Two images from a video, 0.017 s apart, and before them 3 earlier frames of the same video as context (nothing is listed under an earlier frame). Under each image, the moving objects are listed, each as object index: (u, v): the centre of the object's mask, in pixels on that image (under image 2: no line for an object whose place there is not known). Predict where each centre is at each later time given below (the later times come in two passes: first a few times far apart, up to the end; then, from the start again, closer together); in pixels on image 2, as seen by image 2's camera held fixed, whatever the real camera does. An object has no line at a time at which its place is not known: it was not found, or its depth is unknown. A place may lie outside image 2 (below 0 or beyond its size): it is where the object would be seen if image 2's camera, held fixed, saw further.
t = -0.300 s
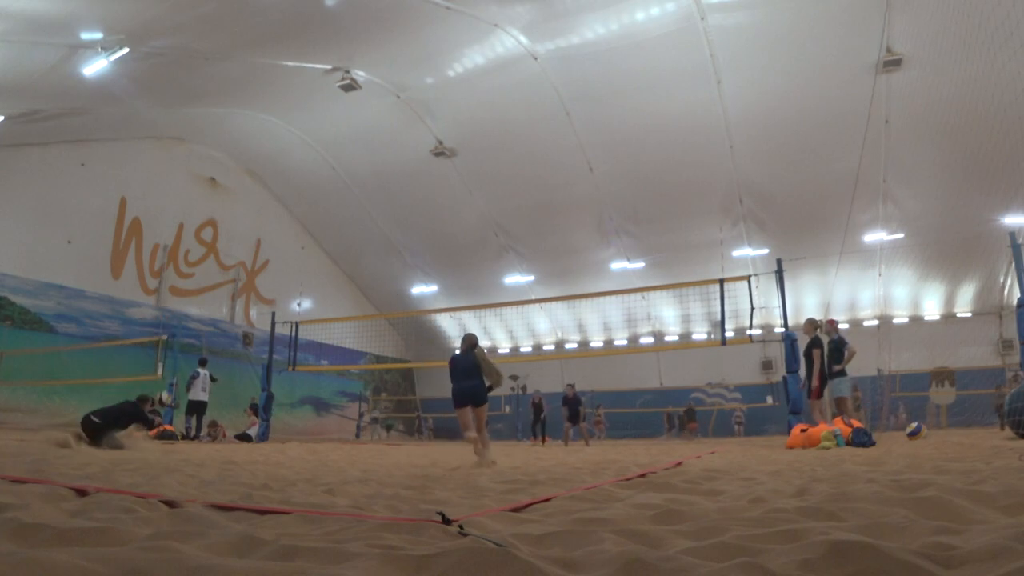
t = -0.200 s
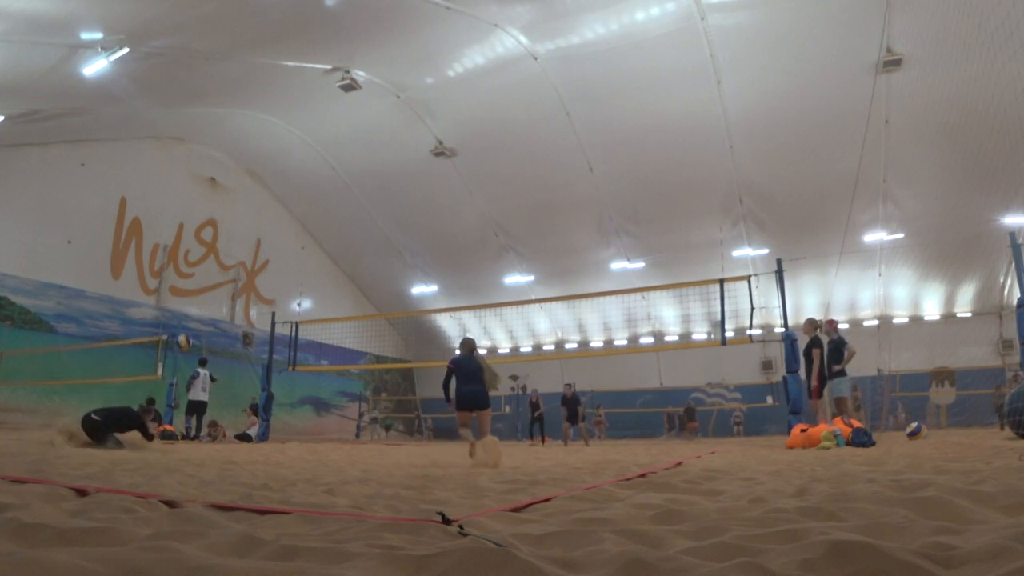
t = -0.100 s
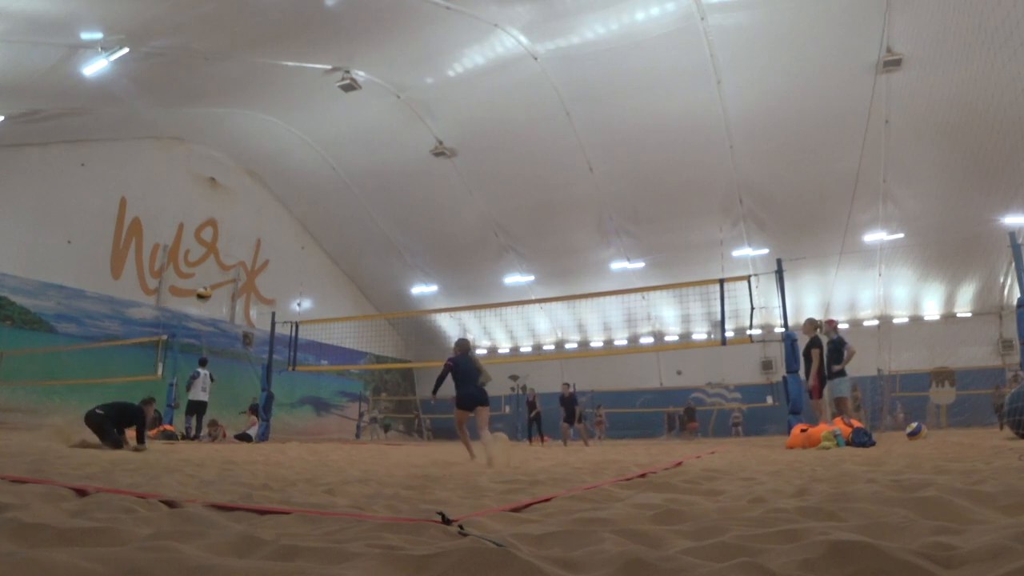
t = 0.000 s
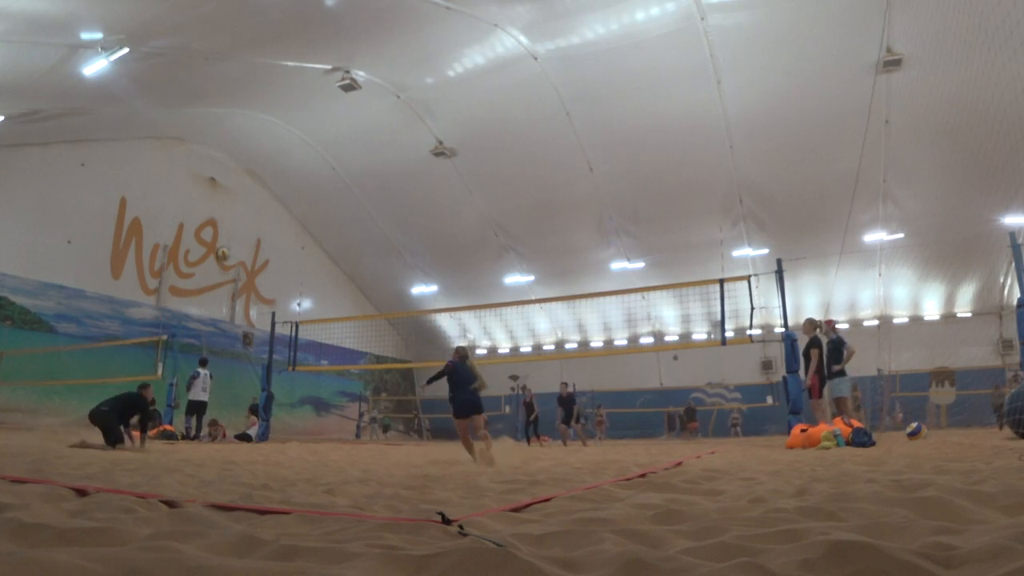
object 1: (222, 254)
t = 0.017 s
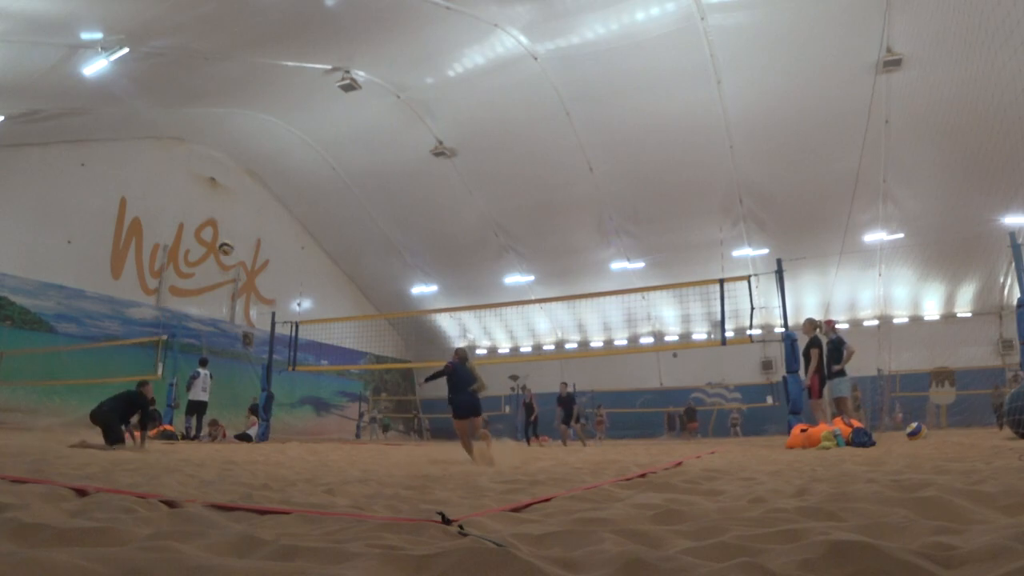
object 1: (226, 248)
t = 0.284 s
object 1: (272, 179)
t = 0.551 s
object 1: (312, 157)
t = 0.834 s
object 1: (351, 186)
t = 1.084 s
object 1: (385, 263)
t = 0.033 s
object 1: (229, 242)
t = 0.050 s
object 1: (232, 236)
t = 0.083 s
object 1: (237, 226)
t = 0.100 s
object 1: (241, 221)
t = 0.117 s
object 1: (244, 216)
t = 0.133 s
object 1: (246, 212)
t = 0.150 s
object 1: (250, 207)
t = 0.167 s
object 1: (252, 203)
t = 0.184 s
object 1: (256, 198)
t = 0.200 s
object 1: (259, 195)
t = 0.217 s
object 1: (260, 192)
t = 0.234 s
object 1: (264, 187)
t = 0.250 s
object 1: (266, 184)
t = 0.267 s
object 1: (268, 182)
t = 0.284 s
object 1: (272, 179)
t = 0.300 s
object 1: (274, 176)
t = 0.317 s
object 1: (277, 173)
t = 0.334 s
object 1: (280, 171)
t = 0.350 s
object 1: (282, 169)
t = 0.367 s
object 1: (285, 167)
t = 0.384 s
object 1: (288, 165)
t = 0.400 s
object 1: (289, 164)
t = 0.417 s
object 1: (292, 163)
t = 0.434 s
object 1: (295, 161)
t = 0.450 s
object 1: (298, 160)
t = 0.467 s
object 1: (300, 159)
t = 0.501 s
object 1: (305, 158)
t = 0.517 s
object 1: (307, 157)
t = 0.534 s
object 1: (309, 157)
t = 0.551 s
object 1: (312, 157)
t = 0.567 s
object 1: (314, 157)
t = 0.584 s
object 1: (317, 157)
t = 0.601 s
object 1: (319, 158)
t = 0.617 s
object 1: (321, 159)
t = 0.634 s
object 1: (324, 160)
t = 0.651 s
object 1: (326, 161)
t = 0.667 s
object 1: (328, 163)
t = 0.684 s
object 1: (330, 164)
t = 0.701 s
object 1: (333, 166)
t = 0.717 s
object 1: (336, 168)
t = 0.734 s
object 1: (338, 169)
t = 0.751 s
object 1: (340, 171)
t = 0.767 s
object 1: (342, 174)
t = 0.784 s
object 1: (344, 177)
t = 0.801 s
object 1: (346, 180)
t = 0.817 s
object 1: (349, 183)
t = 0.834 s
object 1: (351, 186)
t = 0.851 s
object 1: (354, 189)
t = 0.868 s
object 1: (356, 193)
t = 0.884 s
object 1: (358, 197)
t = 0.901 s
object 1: (360, 201)
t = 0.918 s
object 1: (363, 205)
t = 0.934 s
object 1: (364, 210)
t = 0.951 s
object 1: (367, 216)
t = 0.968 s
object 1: (369, 220)
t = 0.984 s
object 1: (372, 225)
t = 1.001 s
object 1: (374, 230)
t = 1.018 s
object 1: (376, 237)
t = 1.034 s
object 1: (378, 242)
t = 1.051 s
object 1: (381, 249)
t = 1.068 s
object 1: (383, 256)
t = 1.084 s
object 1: (385, 263)
